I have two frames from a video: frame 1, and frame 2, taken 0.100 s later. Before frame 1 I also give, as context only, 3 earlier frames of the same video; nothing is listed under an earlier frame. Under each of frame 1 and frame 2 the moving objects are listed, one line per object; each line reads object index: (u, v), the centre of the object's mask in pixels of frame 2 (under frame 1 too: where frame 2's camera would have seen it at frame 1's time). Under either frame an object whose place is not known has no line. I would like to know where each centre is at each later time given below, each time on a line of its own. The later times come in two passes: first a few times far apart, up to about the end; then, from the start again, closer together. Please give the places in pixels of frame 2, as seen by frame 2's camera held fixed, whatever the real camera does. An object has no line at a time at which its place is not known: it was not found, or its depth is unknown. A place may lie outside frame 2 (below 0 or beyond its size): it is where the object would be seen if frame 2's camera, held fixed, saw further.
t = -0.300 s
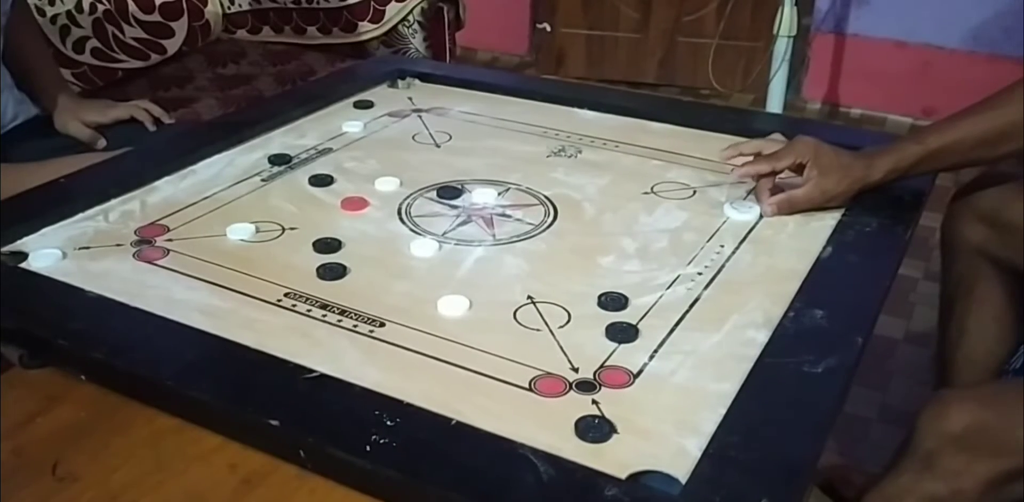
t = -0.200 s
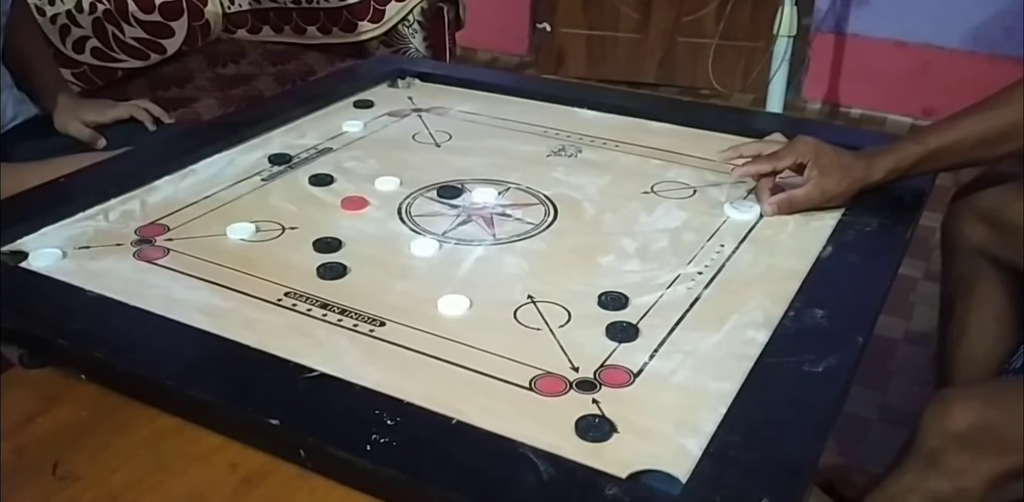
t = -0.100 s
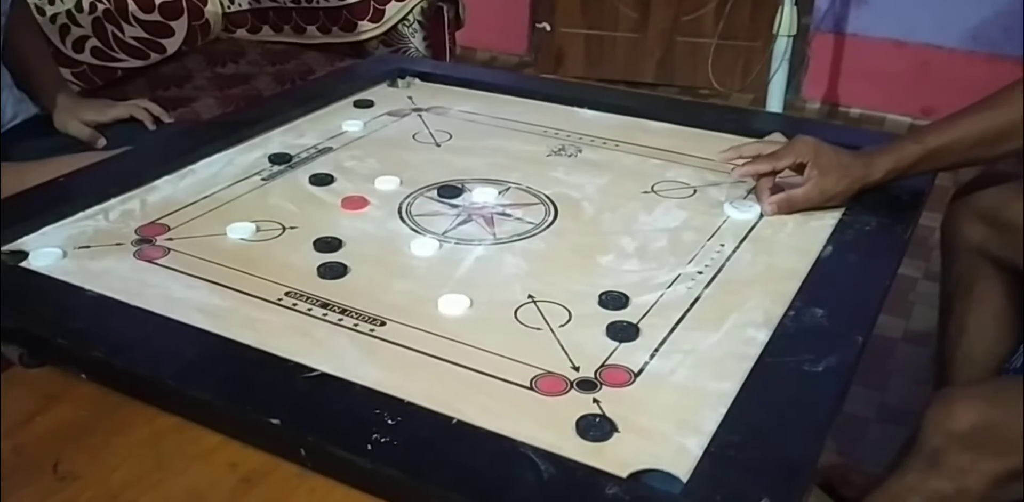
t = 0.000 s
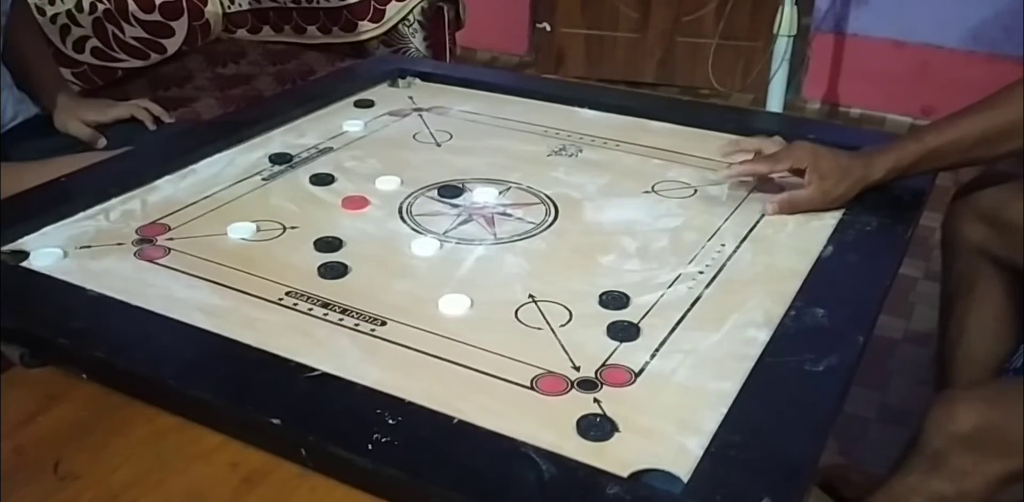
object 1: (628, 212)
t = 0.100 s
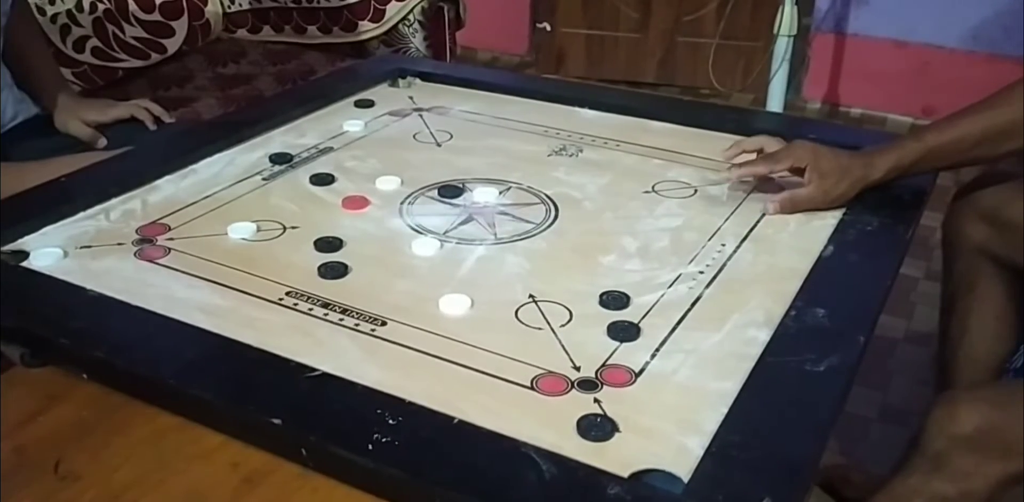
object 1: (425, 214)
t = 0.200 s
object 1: (246, 217)
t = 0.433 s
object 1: (135, 229)
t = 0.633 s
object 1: (145, 233)
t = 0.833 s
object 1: (144, 234)
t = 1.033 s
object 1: (145, 233)
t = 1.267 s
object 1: (144, 233)
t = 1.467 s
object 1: (145, 233)
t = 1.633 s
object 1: (145, 233)
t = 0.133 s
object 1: (366, 220)
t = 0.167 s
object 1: (310, 216)
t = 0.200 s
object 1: (246, 217)
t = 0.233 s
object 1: (204, 215)
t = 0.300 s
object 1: (116, 209)
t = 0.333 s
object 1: (119, 213)
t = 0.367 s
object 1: (121, 219)
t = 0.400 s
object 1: (129, 225)
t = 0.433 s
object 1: (135, 229)
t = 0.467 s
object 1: (139, 232)
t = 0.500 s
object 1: (143, 233)
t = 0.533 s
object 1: (144, 233)
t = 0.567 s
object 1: (145, 233)
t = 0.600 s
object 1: (144, 233)
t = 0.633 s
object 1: (145, 233)
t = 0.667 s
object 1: (145, 233)
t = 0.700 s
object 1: (144, 233)
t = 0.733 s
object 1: (144, 233)
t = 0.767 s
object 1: (144, 233)
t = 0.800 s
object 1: (144, 233)
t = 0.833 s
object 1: (144, 234)
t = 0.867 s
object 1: (145, 233)
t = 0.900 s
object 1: (145, 233)
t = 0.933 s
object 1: (144, 233)
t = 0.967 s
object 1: (144, 233)
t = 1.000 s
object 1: (145, 233)
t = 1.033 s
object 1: (145, 233)
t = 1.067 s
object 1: (145, 233)
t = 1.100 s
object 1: (144, 233)
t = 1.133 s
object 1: (144, 233)
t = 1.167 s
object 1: (144, 233)
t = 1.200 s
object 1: (144, 233)
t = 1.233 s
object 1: (144, 233)
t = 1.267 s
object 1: (144, 233)
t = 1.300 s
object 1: (144, 233)
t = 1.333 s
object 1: (144, 233)
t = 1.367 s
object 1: (144, 233)
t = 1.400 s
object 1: (144, 233)
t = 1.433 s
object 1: (144, 233)
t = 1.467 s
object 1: (145, 233)
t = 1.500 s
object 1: (145, 233)
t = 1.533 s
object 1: (145, 233)
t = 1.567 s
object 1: (144, 233)
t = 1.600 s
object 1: (144, 233)
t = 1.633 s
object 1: (145, 233)
